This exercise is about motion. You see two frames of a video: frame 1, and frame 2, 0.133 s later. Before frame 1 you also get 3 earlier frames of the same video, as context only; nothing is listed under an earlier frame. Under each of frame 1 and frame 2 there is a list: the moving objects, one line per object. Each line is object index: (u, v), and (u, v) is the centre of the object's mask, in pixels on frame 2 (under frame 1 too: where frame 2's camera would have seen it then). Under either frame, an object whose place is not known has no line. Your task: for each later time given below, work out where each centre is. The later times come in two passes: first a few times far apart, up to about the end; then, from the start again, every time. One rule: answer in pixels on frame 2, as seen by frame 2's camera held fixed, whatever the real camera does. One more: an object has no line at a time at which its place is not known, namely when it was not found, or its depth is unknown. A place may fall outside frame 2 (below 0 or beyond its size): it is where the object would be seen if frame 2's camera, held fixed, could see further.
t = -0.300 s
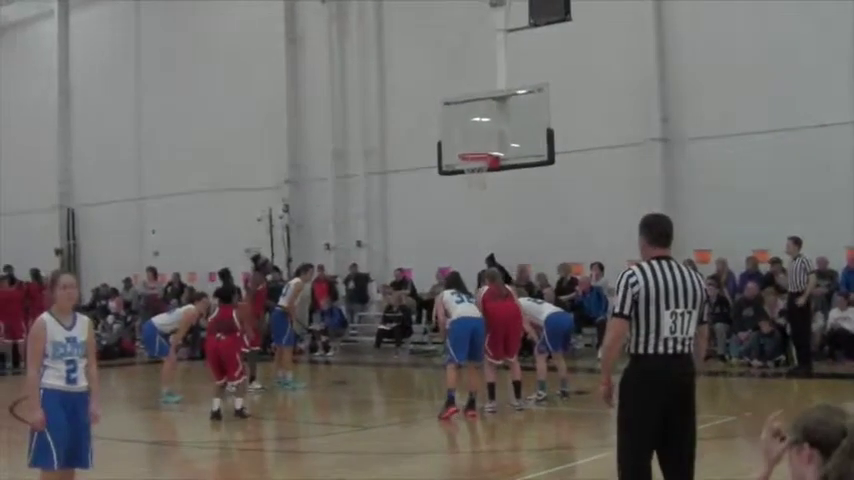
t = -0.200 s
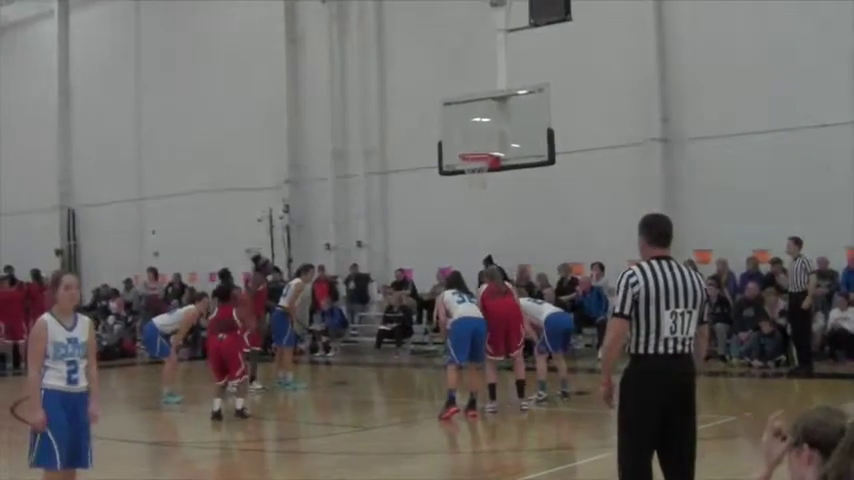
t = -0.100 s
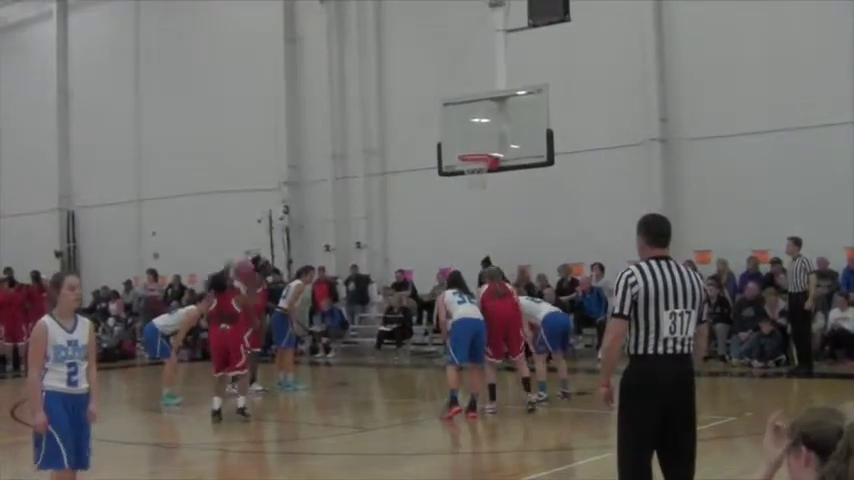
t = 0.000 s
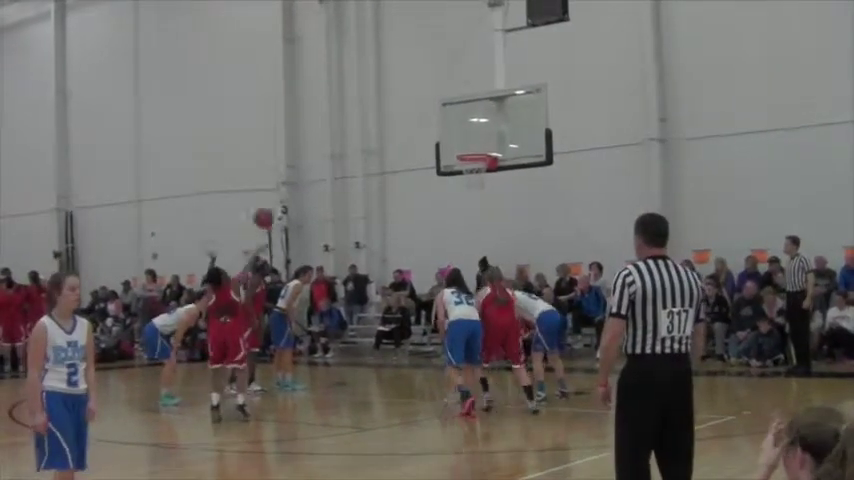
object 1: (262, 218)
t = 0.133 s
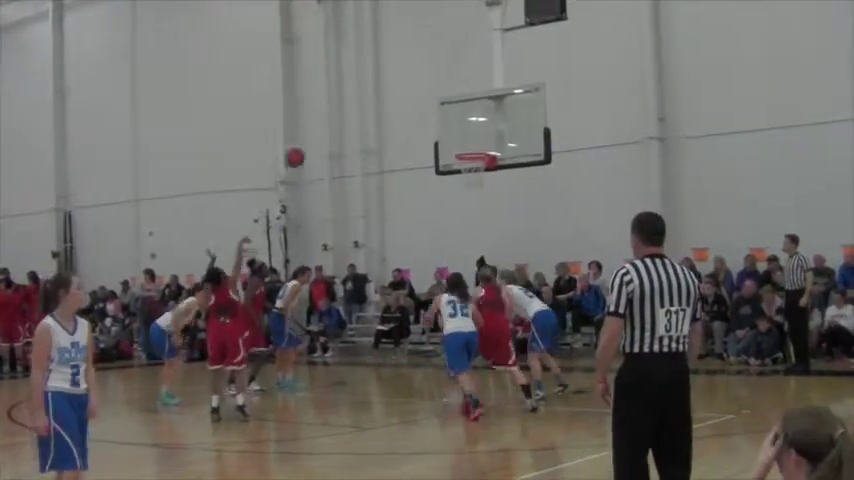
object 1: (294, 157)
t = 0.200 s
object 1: (310, 135)
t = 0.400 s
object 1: (355, 92)
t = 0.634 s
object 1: (403, 86)
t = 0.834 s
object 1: (441, 112)
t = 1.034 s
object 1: (472, 142)
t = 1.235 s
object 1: (483, 144)
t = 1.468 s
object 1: (470, 161)
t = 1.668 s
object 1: (476, 177)
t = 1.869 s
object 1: (482, 211)
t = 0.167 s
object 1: (303, 146)
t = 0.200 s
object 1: (310, 135)
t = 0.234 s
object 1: (318, 125)
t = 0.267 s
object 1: (326, 117)
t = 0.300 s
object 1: (333, 109)
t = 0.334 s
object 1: (340, 103)
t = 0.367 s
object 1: (347, 97)
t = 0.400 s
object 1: (355, 92)
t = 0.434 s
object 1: (362, 88)
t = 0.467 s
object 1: (369, 86)
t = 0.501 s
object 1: (375, 85)
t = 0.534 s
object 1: (383, 83)
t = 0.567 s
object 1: (389, 83)
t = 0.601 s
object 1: (396, 84)
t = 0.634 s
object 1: (403, 86)
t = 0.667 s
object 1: (409, 88)
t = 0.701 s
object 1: (416, 92)
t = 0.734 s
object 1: (422, 96)
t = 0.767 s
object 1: (429, 101)
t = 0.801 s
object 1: (435, 106)
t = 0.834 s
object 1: (441, 112)
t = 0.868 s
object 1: (448, 119)
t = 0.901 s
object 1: (454, 127)
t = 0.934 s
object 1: (460, 136)
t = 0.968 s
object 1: (466, 145)
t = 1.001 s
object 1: (469, 144)
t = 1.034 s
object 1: (472, 142)
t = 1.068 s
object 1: (475, 141)
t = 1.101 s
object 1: (478, 142)
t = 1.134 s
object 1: (481, 142)
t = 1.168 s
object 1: (484, 143)
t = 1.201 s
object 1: (486, 144)
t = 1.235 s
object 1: (483, 144)
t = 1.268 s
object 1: (480, 145)
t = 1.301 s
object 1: (478, 145)
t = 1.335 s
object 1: (474, 147)
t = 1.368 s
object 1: (471, 149)
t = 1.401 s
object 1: (468, 154)
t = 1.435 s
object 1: (470, 158)
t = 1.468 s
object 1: (470, 161)
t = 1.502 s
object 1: (470, 165)
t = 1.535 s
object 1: (474, 173)
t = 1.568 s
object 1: (475, 174)
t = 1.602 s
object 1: (475, 175)
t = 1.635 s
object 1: (476, 176)
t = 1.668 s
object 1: (476, 177)
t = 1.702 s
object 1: (478, 184)
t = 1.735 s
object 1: (479, 188)
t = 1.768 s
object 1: (480, 192)
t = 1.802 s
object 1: (480, 197)
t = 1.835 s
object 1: (481, 204)
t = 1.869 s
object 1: (482, 211)
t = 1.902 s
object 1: (483, 218)
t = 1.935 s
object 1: (483, 227)
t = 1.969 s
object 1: (484, 236)
